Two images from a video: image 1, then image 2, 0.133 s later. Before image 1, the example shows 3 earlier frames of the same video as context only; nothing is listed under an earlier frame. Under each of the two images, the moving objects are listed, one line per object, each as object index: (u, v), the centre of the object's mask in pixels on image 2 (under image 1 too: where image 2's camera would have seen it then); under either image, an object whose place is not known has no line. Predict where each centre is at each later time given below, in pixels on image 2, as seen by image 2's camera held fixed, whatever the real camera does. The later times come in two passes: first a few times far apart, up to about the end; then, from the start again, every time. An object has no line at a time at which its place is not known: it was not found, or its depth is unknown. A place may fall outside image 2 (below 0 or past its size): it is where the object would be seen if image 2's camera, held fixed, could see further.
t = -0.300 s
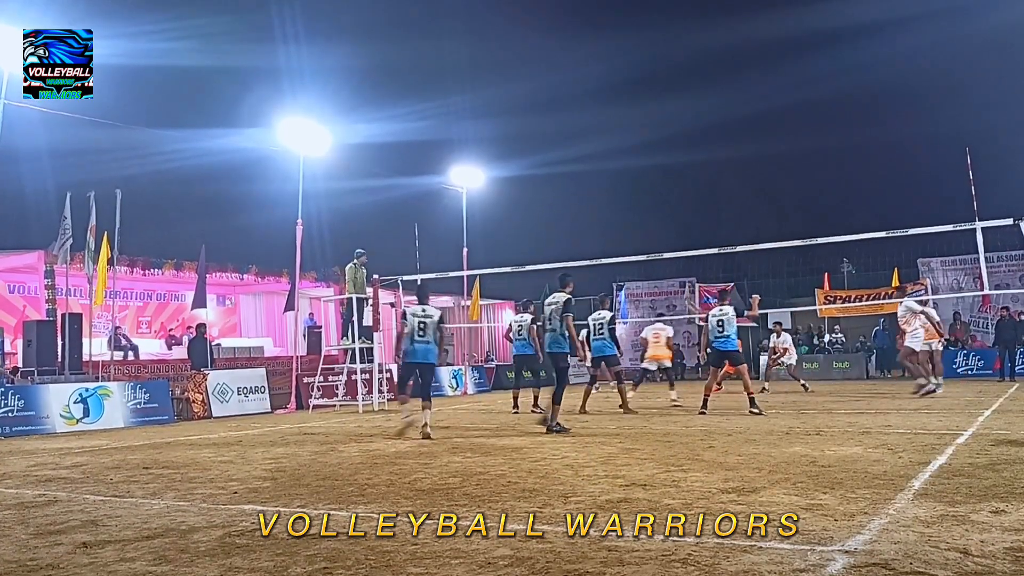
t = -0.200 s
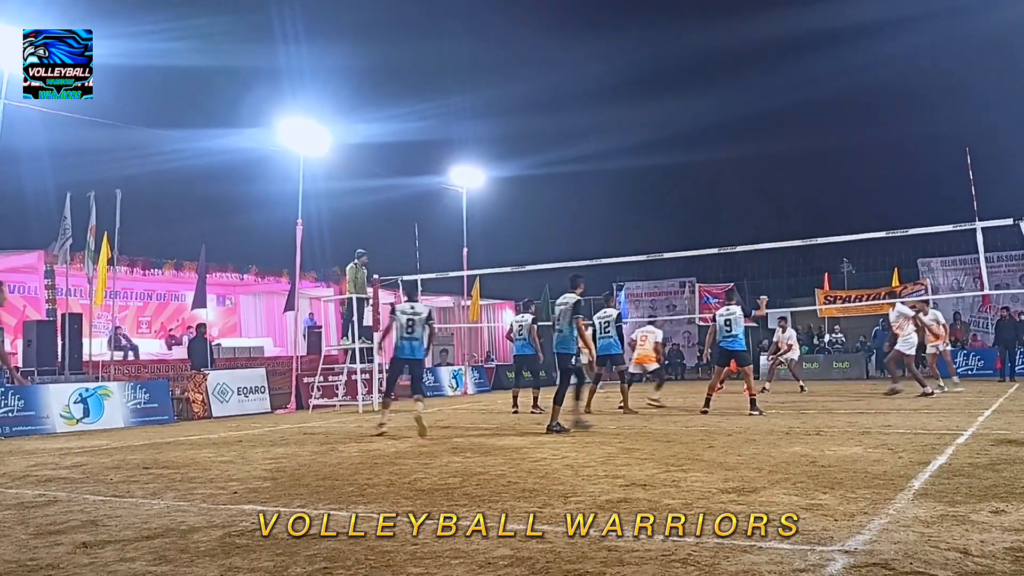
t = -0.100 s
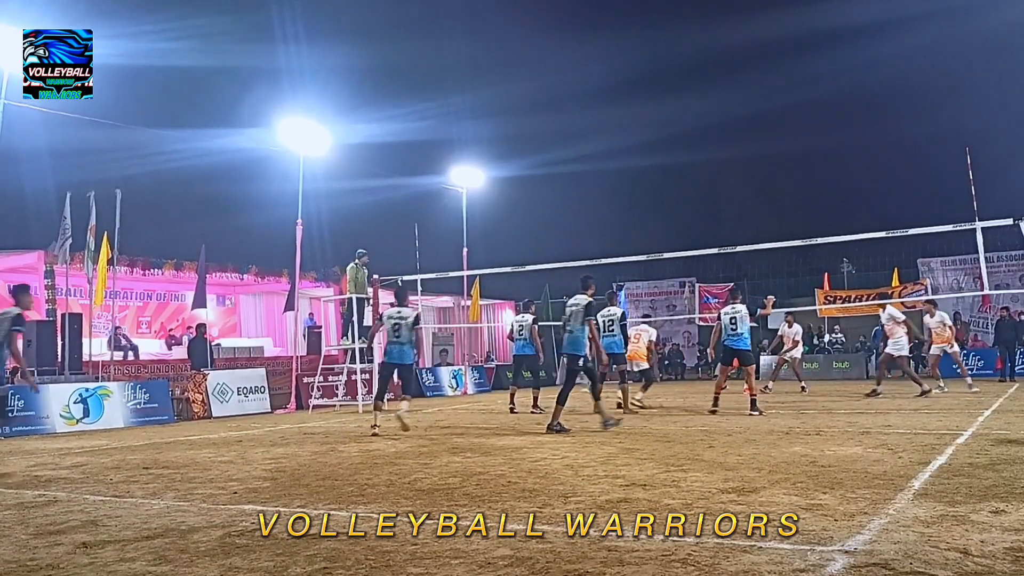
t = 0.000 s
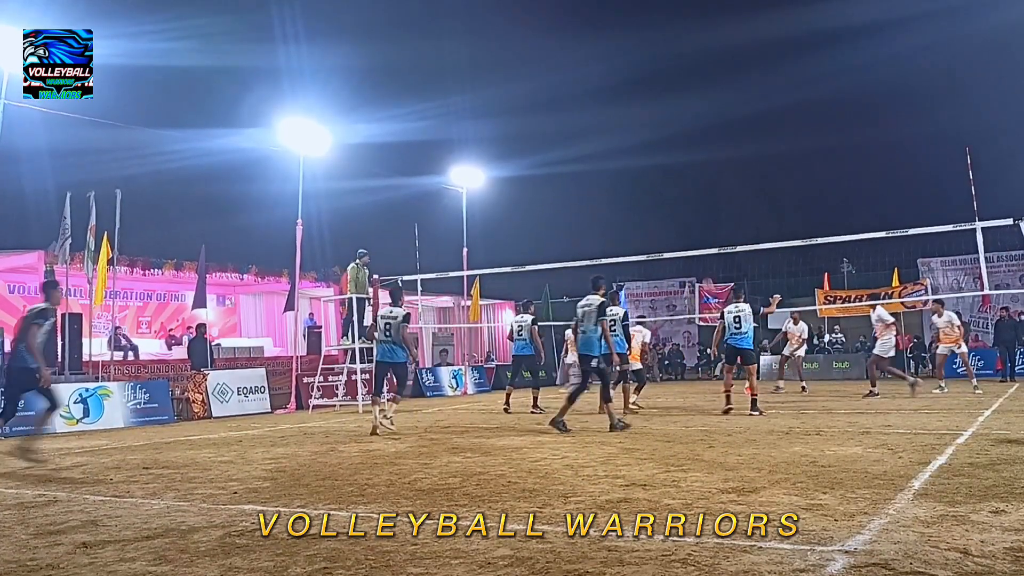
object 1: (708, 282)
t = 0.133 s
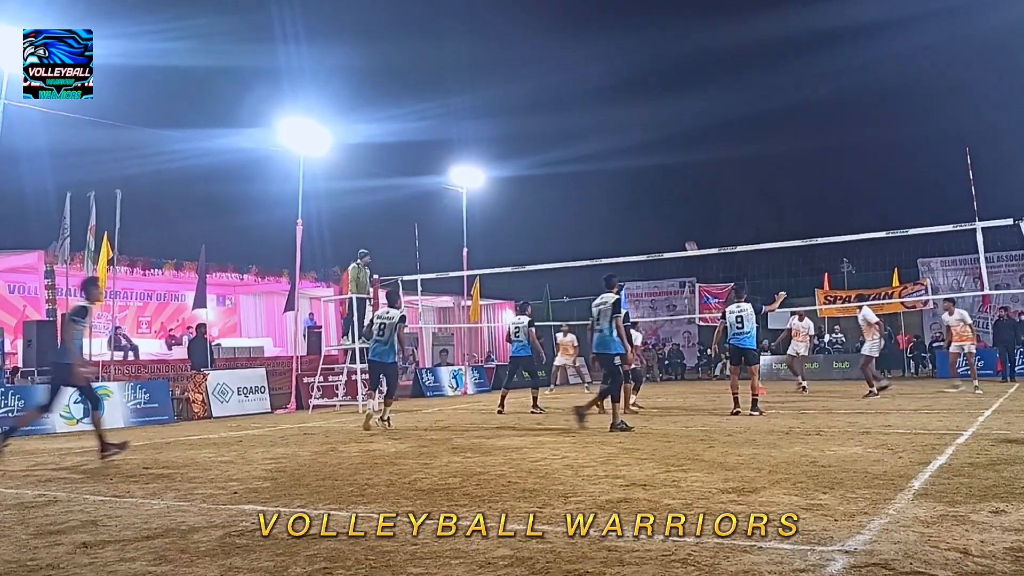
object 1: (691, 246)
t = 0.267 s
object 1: (675, 218)
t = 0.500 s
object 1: (646, 185)
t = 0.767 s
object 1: (612, 179)
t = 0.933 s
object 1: (589, 193)
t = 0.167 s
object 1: (687, 240)
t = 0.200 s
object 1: (683, 233)
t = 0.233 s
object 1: (679, 225)
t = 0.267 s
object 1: (675, 218)
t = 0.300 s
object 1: (671, 212)
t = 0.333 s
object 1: (667, 206)
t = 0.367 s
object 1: (663, 201)
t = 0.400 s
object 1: (658, 196)
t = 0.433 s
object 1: (654, 192)
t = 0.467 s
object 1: (650, 188)
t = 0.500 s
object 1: (646, 185)
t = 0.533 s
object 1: (642, 182)
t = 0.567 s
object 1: (637, 181)
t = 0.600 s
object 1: (633, 178)
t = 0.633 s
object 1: (629, 177)
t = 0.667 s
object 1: (624, 177)
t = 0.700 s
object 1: (620, 177)
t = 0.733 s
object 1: (616, 178)
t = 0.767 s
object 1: (612, 179)
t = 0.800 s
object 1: (607, 181)
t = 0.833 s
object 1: (603, 183)
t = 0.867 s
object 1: (598, 186)
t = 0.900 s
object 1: (594, 189)
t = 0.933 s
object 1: (589, 193)
